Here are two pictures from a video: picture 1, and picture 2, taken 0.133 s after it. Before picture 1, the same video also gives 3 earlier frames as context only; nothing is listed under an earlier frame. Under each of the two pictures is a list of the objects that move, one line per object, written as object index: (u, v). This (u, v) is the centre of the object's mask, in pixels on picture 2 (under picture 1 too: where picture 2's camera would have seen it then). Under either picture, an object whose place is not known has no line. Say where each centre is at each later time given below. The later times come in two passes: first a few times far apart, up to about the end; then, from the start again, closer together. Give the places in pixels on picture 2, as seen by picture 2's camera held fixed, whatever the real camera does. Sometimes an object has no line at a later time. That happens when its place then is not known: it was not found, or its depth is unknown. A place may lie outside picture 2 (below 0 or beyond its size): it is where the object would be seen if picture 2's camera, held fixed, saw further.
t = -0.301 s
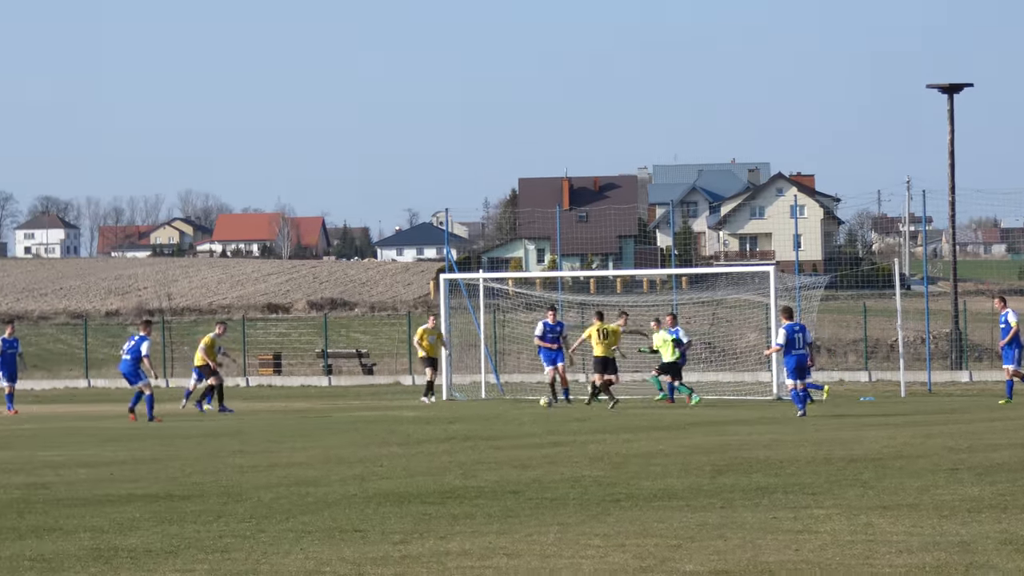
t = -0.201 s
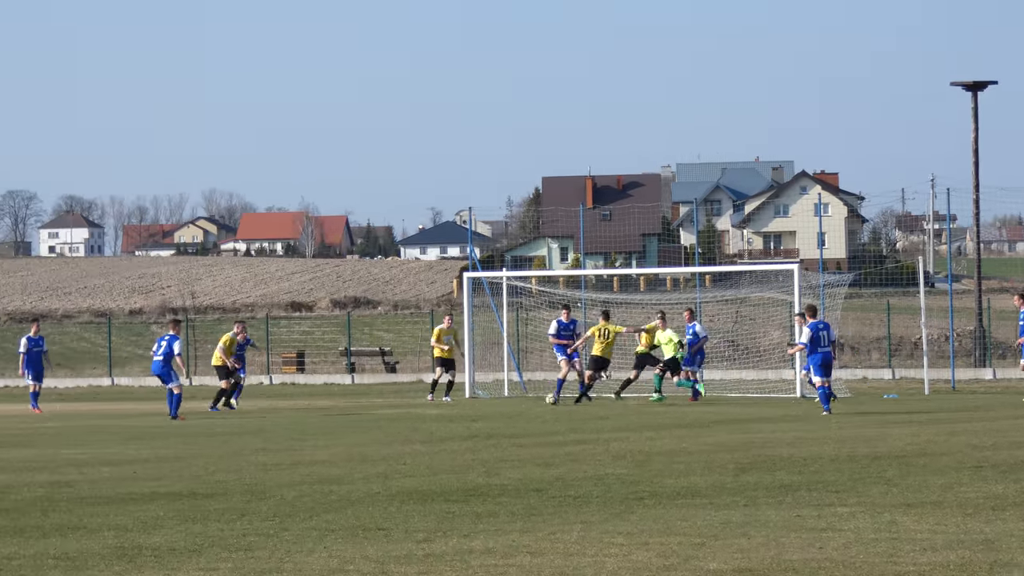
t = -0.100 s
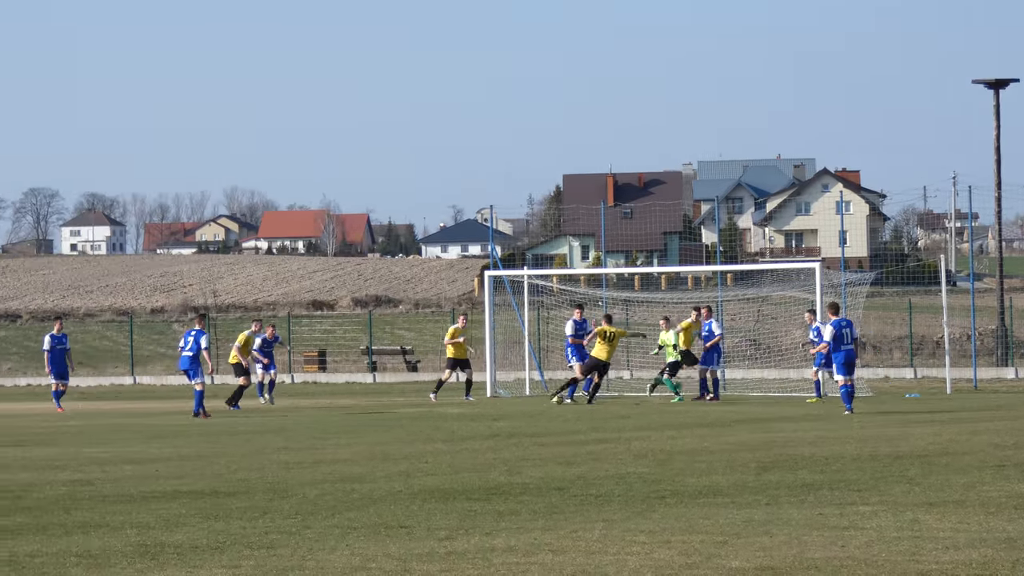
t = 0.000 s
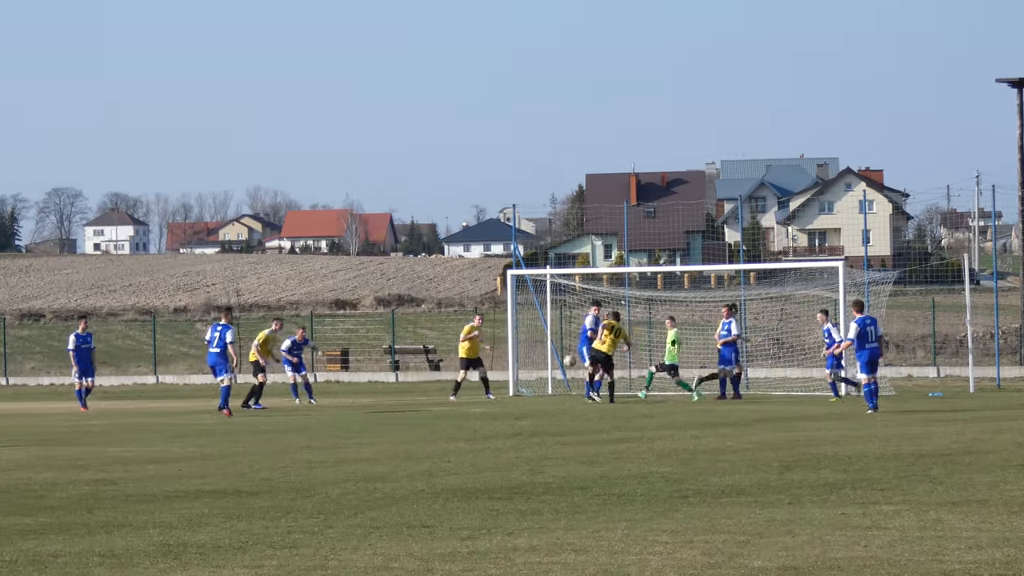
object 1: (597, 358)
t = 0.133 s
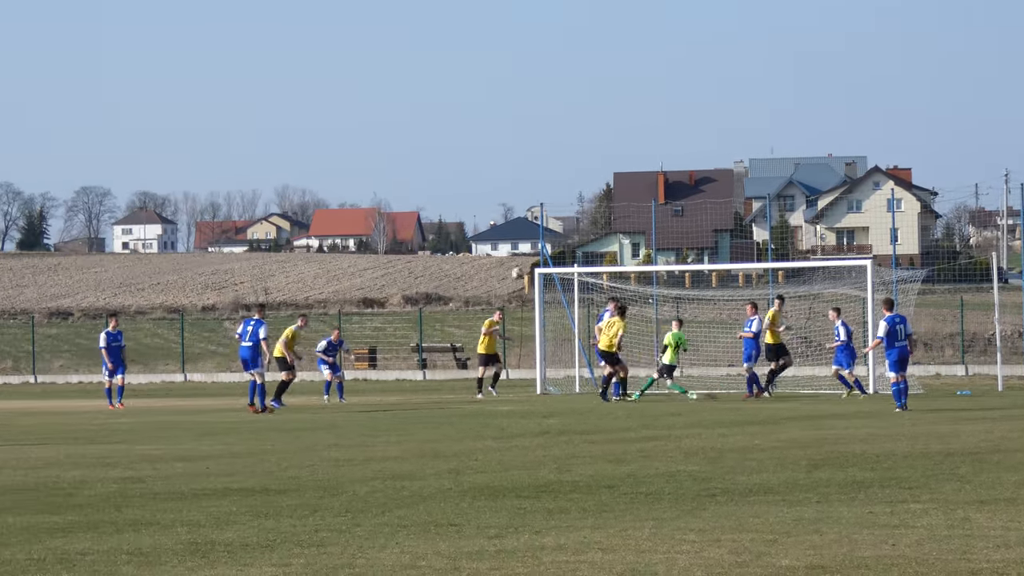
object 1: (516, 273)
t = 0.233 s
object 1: (459, 215)
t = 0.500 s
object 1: (313, 86)
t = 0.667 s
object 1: (227, 25)
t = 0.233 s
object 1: (459, 215)
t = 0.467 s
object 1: (332, 99)
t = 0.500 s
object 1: (313, 86)
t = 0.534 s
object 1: (296, 72)
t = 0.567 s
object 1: (279, 58)
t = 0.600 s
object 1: (262, 46)
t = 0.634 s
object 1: (247, 32)
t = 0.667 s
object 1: (227, 25)
